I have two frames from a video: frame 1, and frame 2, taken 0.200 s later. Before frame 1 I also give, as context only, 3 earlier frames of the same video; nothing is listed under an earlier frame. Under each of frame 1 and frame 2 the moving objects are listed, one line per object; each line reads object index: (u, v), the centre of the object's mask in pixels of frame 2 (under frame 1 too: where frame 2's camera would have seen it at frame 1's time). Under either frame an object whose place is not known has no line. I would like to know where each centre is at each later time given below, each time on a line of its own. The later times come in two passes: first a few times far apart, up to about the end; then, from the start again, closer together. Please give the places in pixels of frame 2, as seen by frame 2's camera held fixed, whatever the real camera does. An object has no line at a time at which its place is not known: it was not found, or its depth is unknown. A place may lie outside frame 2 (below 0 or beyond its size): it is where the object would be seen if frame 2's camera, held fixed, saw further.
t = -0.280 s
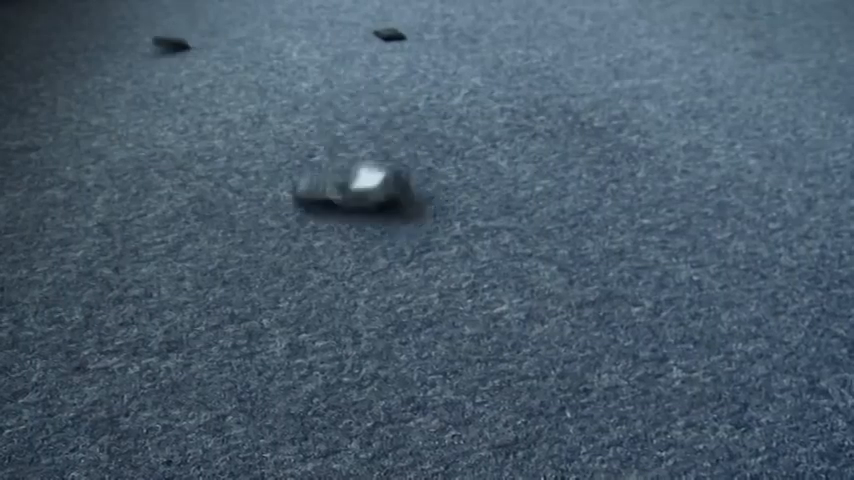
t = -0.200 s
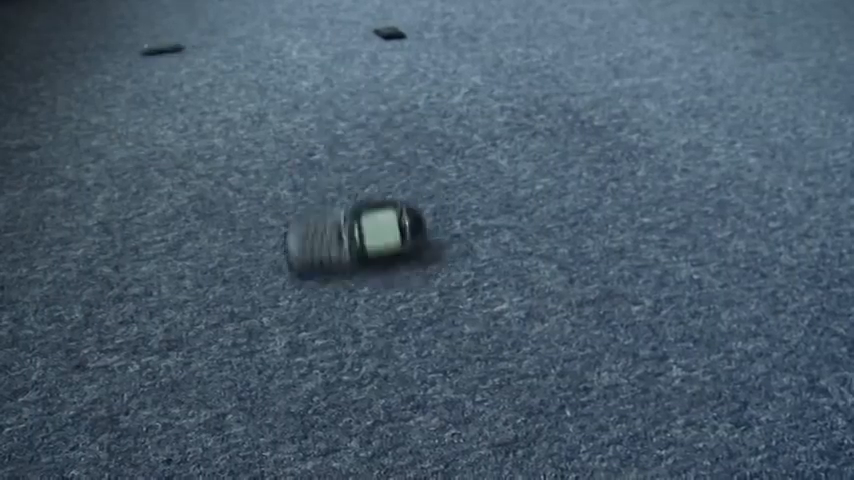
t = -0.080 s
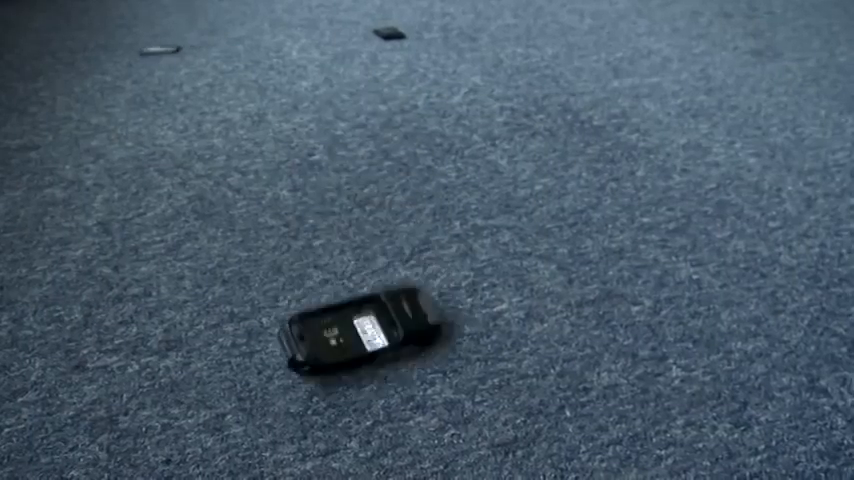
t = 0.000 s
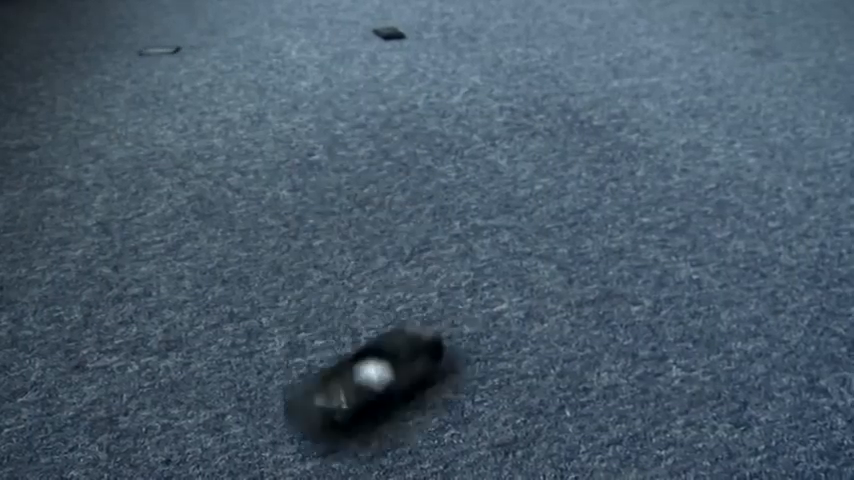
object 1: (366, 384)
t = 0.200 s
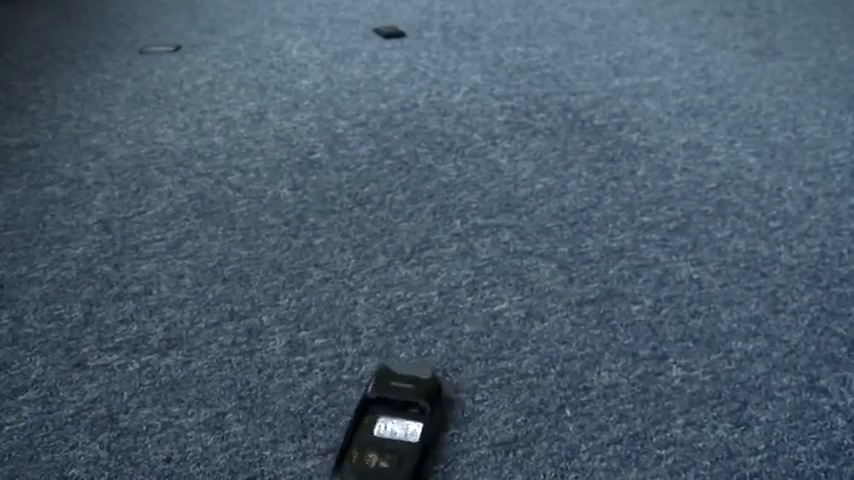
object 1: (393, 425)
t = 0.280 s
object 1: (384, 424)
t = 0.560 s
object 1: (384, 423)
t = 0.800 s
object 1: (384, 422)
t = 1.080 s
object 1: (384, 422)
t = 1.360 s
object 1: (384, 422)
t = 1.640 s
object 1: (384, 421)
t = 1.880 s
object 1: (384, 422)
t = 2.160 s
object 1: (384, 422)
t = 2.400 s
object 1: (384, 423)
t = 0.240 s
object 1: (389, 425)
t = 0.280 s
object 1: (384, 424)
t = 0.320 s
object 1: (384, 424)
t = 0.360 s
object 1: (384, 425)
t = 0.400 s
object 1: (384, 424)
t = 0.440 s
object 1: (384, 424)
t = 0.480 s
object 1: (384, 424)
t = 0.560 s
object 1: (384, 423)
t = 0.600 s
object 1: (384, 423)
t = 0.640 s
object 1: (384, 423)
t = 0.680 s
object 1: (383, 423)
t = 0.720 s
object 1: (384, 423)
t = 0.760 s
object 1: (384, 423)
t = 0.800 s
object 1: (384, 422)
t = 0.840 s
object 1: (384, 422)
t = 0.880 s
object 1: (384, 422)
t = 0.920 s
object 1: (384, 423)
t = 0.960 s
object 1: (384, 423)
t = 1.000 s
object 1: (384, 422)
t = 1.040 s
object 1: (384, 422)
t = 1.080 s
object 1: (384, 422)
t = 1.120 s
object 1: (384, 422)
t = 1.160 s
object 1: (384, 422)
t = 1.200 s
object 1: (384, 422)
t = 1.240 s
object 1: (384, 422)
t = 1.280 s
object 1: (384, 422)
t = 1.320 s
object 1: (384, 421)
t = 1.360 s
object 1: (384, 422)
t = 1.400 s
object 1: (384, 421)
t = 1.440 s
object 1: (384, 422)
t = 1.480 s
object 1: (384, 422)
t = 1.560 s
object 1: (384, 422)
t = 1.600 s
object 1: (384, 421)
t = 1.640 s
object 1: (384, 421)
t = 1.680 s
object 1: (384, 421)
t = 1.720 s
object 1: (384, 422)
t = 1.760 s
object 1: (384, 422)
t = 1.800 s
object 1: (384, 422)
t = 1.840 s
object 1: (384, 422)
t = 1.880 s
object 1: (384, 422)
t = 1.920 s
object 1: (384, 422)
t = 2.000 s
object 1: (384, 422)
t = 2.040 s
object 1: (384, 422)
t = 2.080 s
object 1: (384, 423)
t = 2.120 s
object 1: (384, 422)
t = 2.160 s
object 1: (384, 422)
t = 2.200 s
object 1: (384, 422)
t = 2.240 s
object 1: (384, 422)
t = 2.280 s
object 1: (384, 423)
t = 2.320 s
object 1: (383, 423)
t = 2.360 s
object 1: (383, 423)
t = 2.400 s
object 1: (384, 423)
